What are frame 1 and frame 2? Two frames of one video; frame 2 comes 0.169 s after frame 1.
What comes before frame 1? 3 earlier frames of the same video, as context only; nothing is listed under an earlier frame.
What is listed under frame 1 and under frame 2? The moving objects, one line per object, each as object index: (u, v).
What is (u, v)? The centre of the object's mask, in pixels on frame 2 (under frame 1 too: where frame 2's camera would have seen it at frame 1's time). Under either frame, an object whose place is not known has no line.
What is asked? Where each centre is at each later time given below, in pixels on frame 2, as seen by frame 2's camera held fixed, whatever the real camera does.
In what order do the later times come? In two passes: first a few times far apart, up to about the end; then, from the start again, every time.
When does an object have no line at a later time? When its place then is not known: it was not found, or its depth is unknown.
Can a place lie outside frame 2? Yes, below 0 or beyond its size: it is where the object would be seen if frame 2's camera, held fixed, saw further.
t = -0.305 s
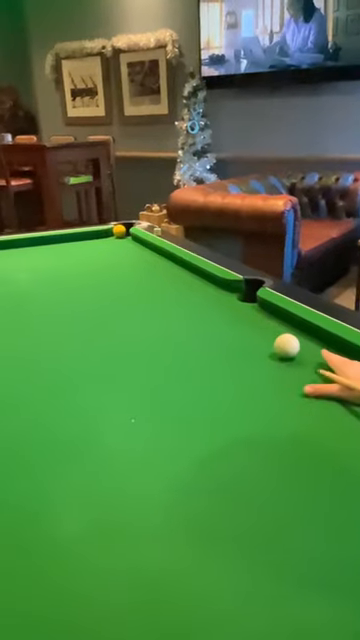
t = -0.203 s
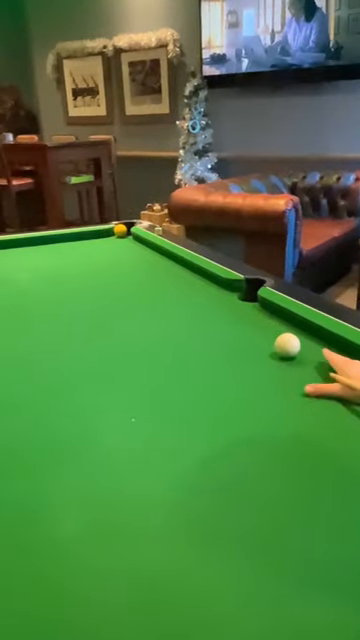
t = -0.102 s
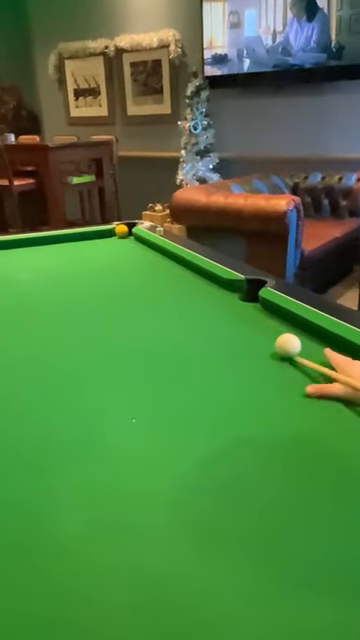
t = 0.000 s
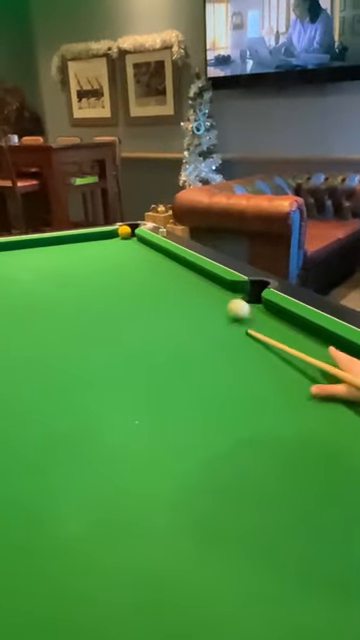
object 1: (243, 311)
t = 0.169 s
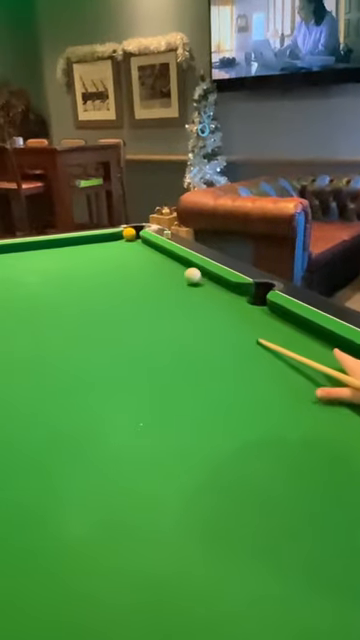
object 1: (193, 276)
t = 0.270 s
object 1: (176, 263)
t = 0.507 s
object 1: (153, 248)
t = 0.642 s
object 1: (139, 241)
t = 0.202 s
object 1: (186, 271)
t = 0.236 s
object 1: (181, 267)
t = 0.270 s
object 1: (176, 263)
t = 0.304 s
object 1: (172, 261)
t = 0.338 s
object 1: (168, 258)
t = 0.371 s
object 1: (165, 255)
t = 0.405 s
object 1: (162, 254)
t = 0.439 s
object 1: (160, 252)
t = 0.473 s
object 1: (156, 249)
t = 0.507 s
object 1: (153, 248)
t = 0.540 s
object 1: (149, 246)
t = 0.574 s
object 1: (146, 245)
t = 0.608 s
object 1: (143, 243)
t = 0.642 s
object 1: (139, 241)
